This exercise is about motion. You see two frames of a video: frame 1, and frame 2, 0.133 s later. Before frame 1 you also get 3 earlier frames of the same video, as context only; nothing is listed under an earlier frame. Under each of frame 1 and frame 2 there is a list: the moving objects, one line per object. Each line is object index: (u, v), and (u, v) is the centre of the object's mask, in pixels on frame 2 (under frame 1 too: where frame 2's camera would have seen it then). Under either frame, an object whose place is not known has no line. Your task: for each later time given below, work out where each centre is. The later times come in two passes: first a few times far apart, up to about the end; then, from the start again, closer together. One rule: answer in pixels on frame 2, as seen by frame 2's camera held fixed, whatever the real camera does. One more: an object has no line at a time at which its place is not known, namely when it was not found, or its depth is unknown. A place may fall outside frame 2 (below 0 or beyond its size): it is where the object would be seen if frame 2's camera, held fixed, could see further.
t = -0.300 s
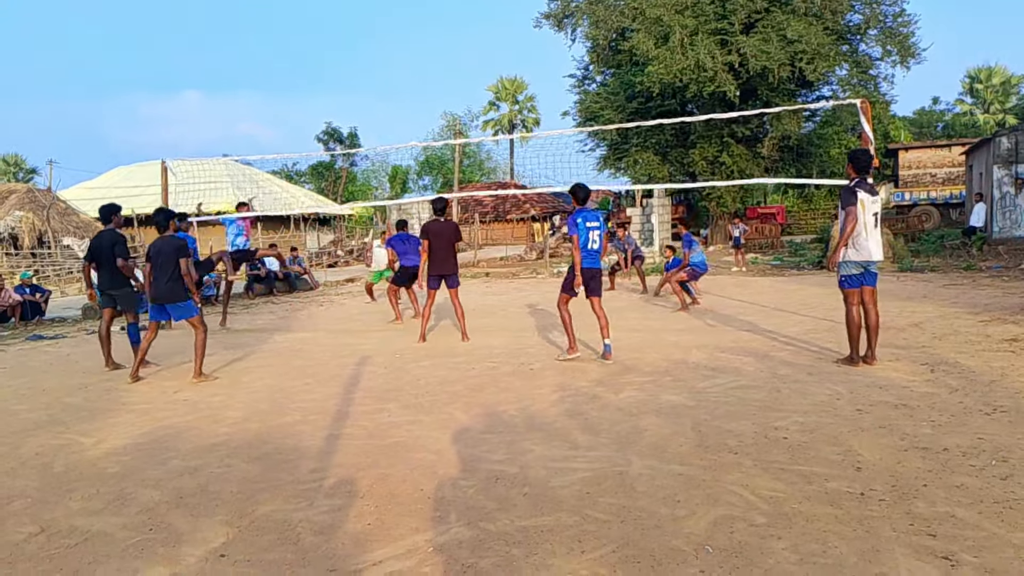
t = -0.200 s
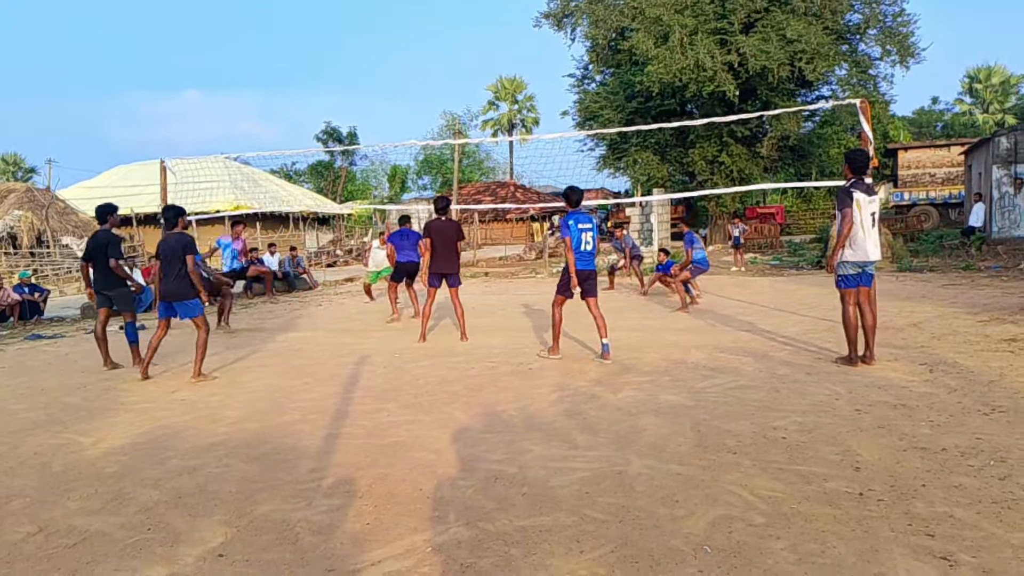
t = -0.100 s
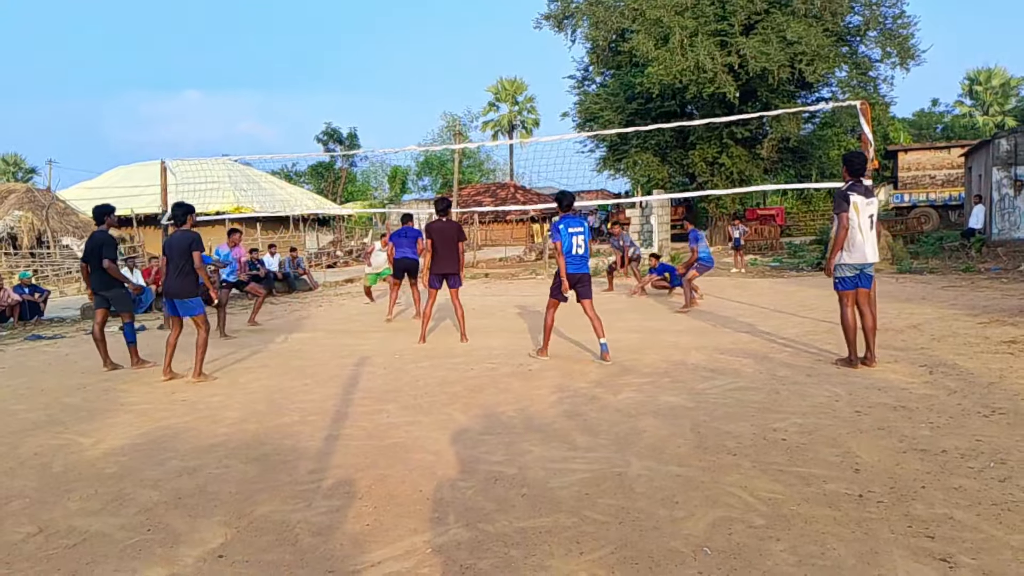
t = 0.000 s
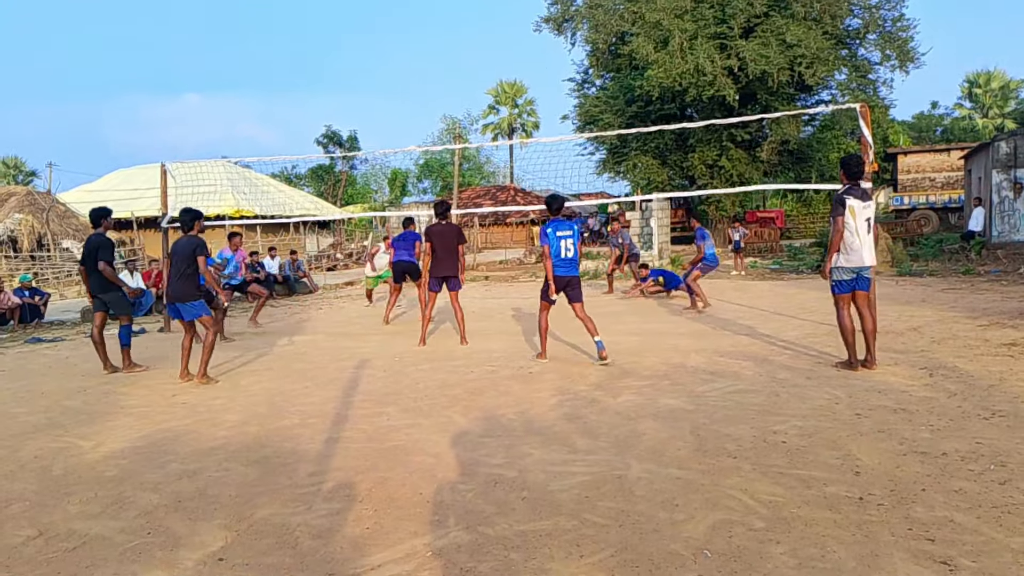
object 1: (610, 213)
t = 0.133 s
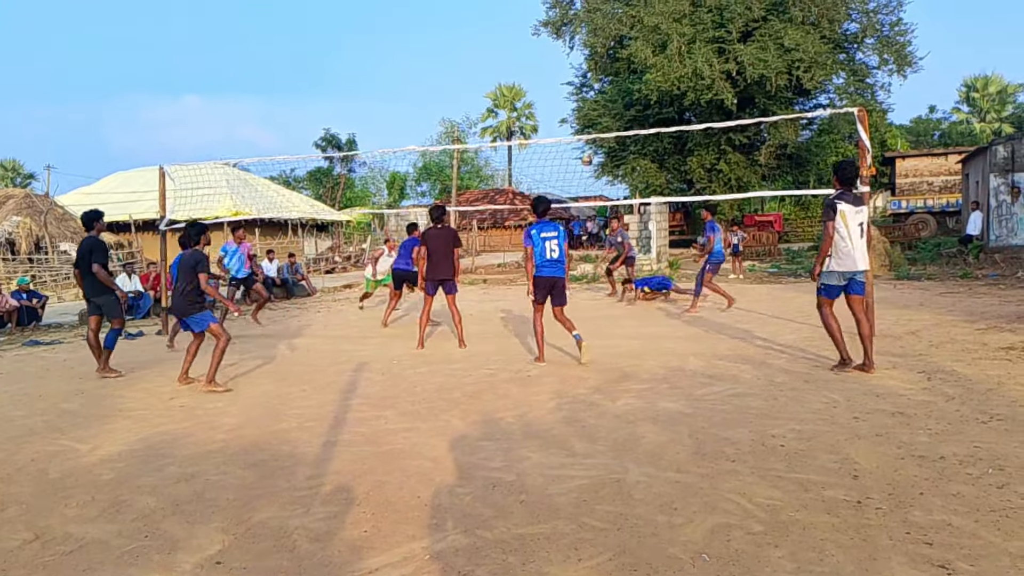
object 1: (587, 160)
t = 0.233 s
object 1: (569, 125)
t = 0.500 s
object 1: (523, 55)
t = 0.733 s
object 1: (483, 26)
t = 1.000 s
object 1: (437, 35)
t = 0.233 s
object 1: (569, 125)
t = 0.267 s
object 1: (564, 116)
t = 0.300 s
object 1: (557, 104)
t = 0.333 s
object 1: (552, 94)
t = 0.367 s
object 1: (546, 86)
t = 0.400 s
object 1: (540, 77)
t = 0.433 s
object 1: (535, 69)
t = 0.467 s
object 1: (528, 62)
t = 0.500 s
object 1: (523, 55)
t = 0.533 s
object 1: (518, 49)
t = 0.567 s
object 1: (511, 44)
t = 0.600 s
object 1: (506, 39)
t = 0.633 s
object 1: (500, 35)
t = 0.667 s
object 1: (495, 32)
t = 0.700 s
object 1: (489, 28)
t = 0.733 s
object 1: (483, 26)
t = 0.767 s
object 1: (477, 25)
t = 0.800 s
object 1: (471, 24)
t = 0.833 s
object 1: (466, 24)
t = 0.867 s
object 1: (460, 25)
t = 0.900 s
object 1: (454, 26)
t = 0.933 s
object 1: (449, 28)
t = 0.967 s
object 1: (443, 31)
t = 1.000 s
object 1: (437, 35)
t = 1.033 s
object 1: (431, 39)
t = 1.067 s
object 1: (425, 44)
